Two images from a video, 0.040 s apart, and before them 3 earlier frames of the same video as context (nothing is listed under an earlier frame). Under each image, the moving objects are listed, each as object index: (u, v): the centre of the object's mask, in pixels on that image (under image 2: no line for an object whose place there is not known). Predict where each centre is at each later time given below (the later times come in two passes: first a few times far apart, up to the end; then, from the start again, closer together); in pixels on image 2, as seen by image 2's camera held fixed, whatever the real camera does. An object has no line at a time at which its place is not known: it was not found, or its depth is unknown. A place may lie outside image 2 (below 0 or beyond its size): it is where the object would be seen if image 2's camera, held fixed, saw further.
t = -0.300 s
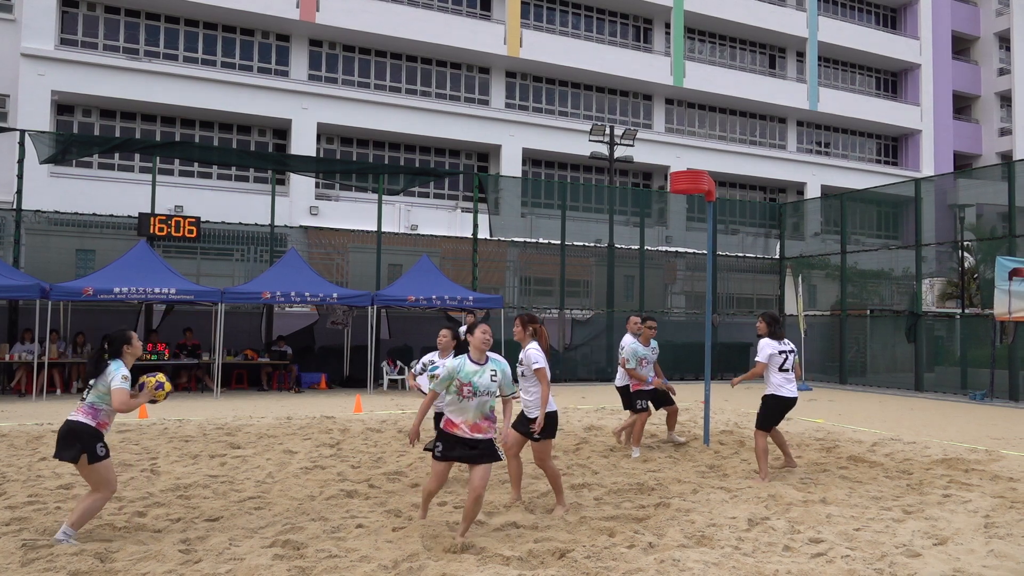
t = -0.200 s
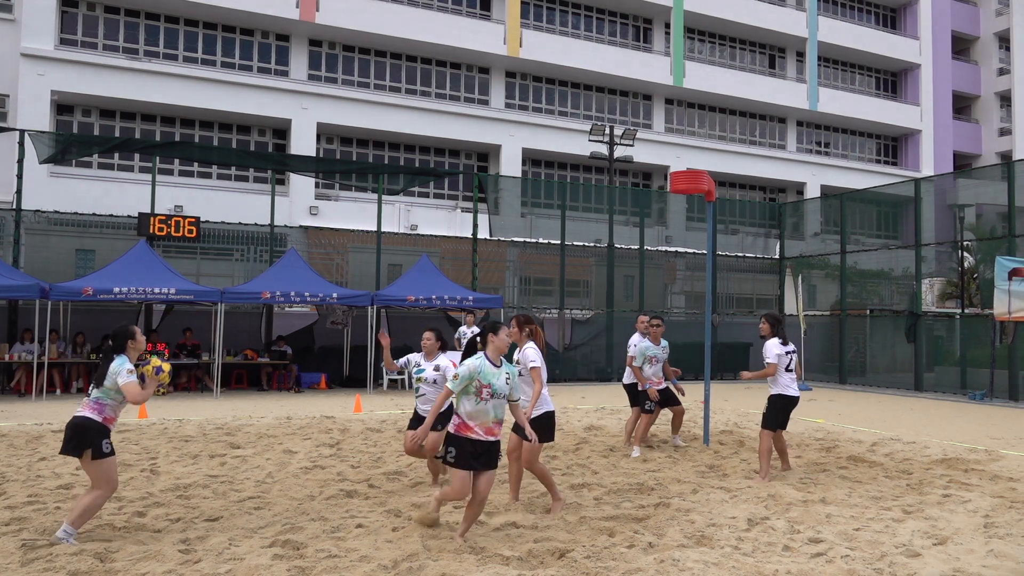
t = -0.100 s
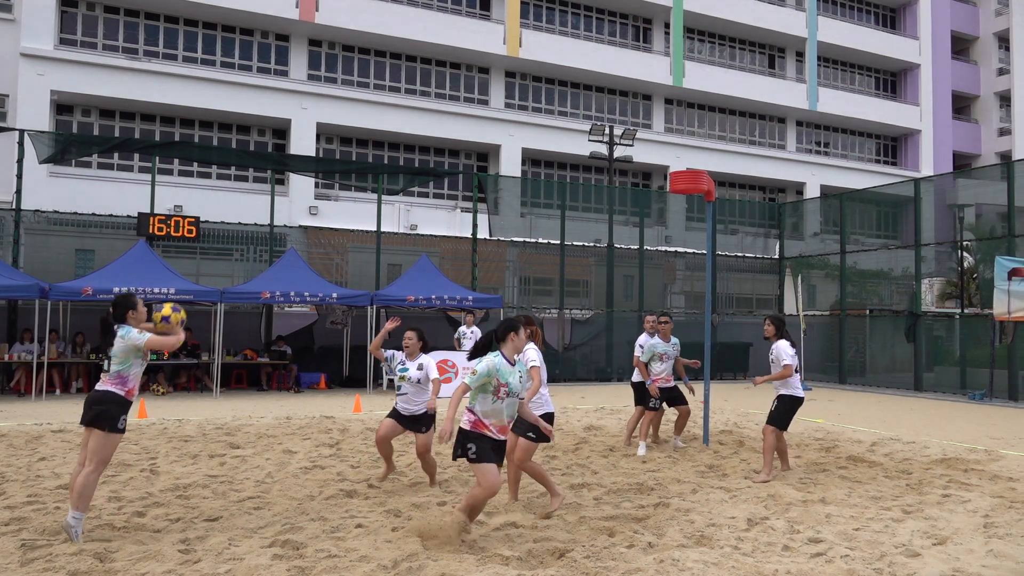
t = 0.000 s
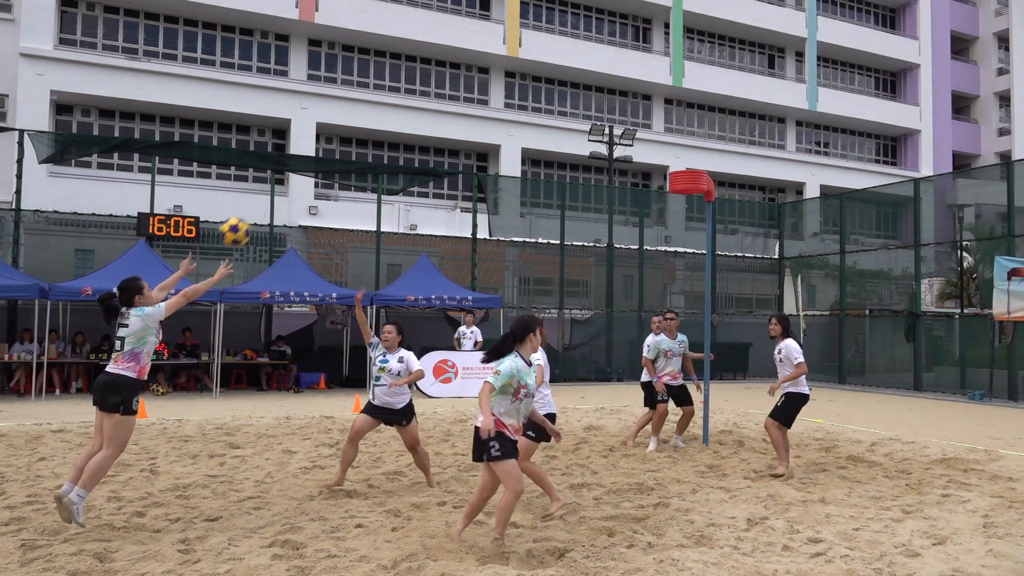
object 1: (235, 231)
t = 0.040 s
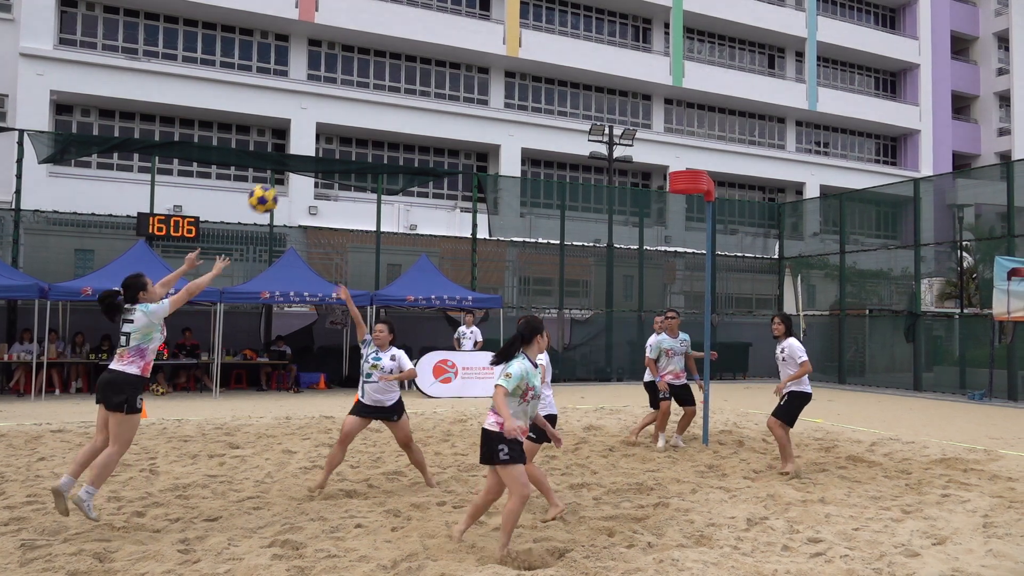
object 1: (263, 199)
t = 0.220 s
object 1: (374, 92)
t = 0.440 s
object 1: (481, 29)
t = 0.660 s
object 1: (567, 21)
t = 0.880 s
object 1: (636, 56)
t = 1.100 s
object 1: (694, 123)
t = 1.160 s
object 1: (708, 145)
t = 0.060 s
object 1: (277, 183)
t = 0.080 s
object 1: (289, 170)
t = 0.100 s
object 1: (303, 157)
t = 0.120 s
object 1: (316, 144)
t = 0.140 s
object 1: (327, 132)
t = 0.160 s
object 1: (339, 121)
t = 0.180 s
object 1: (351, 111)
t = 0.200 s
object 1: (363, 101)
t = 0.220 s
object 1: (374, 92)
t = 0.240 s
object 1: (385, 83)
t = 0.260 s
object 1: (395, 75)
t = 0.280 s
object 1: (406, 68)
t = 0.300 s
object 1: (416, 62)
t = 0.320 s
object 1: (426, 56)
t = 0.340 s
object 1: (435, 50)
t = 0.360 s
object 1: (445, 45)
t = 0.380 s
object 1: (454, 41)
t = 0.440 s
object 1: (481, 29)
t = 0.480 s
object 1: (498, 24)
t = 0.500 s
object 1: (506, 22)
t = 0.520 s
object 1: (514, 21)
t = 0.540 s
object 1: (522, 20)
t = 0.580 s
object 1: (537, 18)
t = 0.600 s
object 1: (545, 18)
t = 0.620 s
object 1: (553, 19)
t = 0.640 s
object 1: (560, 20)
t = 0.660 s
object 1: (567, 21)
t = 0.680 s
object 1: (573, 22)
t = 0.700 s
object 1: (581, 24)
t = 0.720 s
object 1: (587, 27)
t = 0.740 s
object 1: (593, 29)
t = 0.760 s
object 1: (600, 32)
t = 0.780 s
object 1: (606, 35)
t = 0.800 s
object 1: (612, 39)
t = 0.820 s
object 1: (618, 42)
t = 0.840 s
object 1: (624, 47)
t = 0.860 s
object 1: (630, 51)
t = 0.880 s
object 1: (636, 56)
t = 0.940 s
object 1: (652, 71)
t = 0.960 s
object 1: (658, 77)
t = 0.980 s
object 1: (663, 83)
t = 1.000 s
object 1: (669, 89)
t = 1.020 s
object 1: (674, 96)
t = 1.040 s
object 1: (679, 101)
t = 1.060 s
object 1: (684, 108)
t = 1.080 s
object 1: (689, 115)
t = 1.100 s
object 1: (694, 123)
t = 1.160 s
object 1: (708, 145)
